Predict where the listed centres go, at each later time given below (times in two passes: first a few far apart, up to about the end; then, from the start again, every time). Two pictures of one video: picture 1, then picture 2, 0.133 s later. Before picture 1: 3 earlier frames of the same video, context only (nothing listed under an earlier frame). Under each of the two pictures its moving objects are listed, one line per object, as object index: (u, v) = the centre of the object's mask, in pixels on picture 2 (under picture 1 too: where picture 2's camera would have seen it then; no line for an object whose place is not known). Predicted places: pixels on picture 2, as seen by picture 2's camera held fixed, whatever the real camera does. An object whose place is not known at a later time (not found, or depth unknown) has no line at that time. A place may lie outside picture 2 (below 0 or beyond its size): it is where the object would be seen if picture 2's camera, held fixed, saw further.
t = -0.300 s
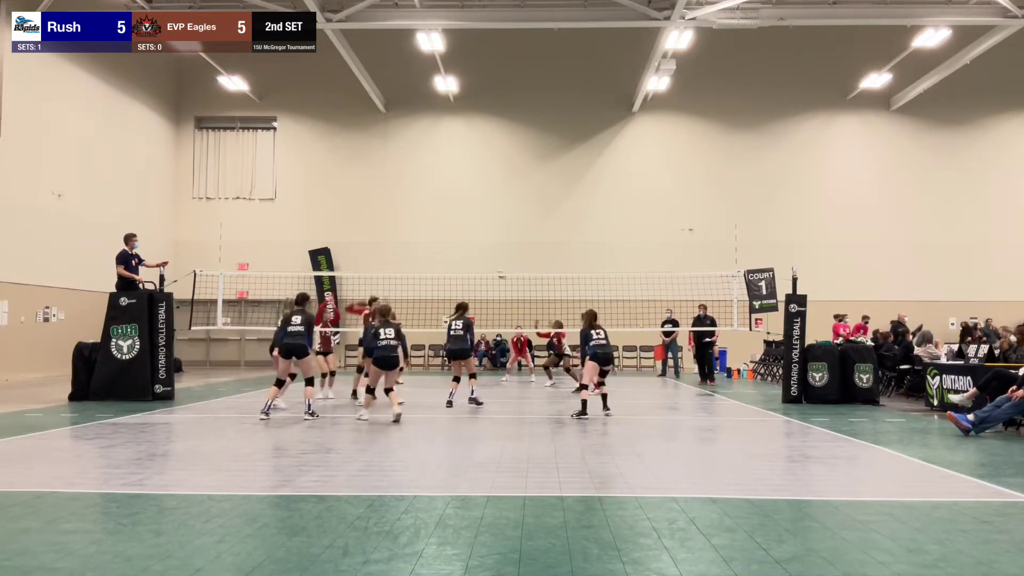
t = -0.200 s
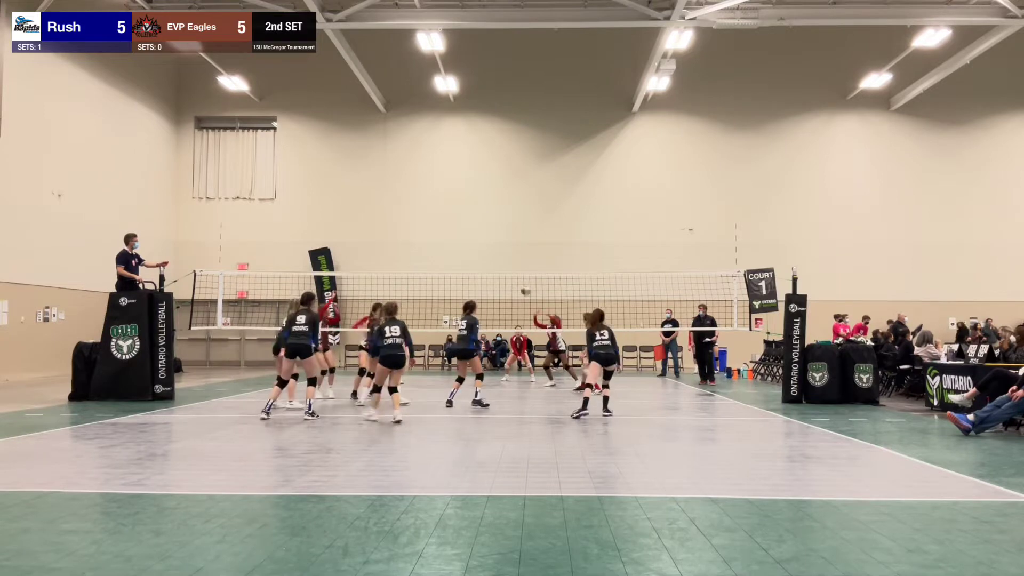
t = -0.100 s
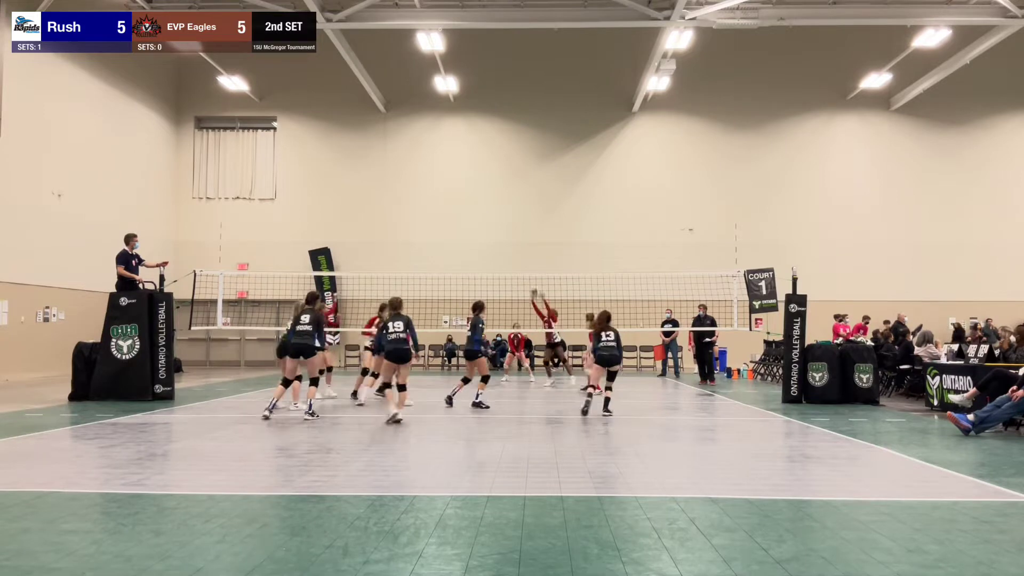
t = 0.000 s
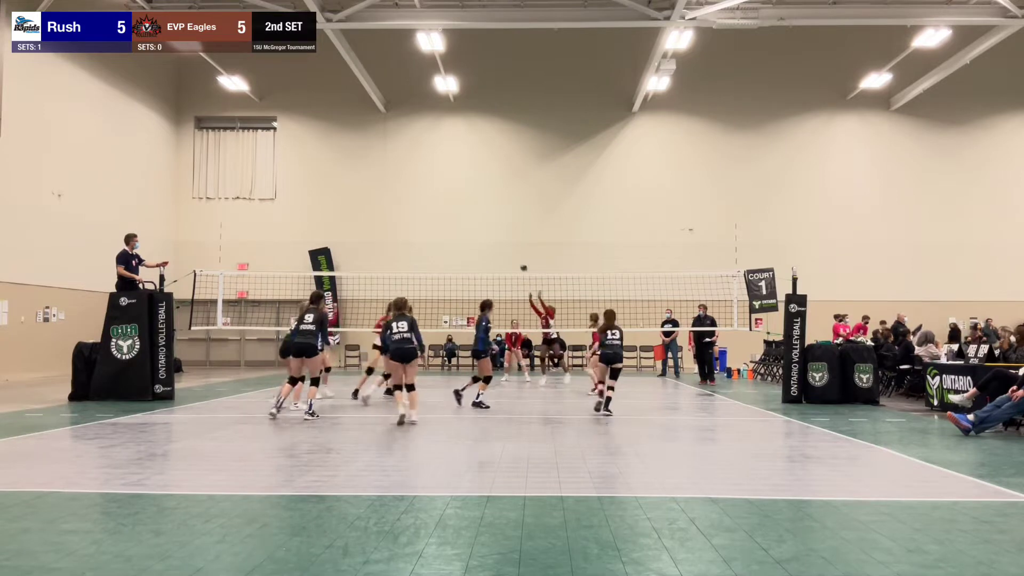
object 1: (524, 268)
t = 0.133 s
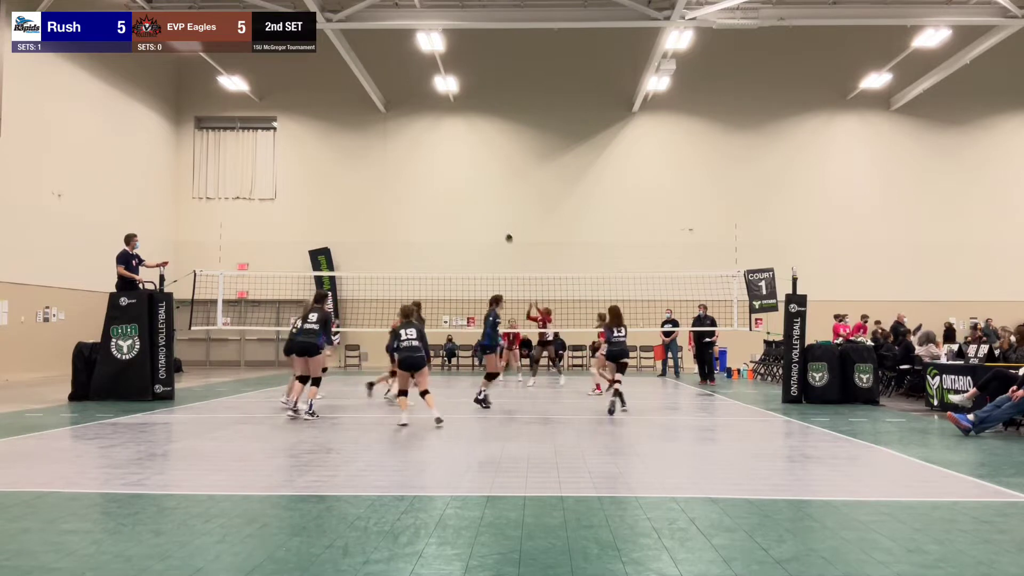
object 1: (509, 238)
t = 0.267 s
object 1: (495, 217)
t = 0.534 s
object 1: (465, 201)
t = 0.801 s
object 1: (435, 219)
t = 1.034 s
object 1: (410, 264)
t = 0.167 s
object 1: (505, 232)
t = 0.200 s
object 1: (502, 227)
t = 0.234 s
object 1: (499, 223)
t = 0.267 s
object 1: (495, 217)
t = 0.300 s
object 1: (491, 213)
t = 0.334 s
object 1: (487, 210)
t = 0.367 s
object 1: (484, 208)
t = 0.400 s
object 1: (480, 206)
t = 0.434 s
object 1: (477, 204)
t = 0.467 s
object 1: (473, 203)
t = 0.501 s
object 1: (469, 201)
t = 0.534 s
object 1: (465, 201)
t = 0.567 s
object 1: (462, 201)
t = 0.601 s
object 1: (458, 202)
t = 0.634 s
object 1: (454, 204)
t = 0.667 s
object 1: (451, 206)
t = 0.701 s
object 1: (447, 208)
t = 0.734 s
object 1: (443, 211)
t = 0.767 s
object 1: (439, 215)
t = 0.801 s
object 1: (435, 219)
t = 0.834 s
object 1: (432, 224)
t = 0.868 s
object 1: (428, 230)
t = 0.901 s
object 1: (425, 234)
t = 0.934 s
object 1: (421, 241)
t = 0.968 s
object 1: (417, 248)
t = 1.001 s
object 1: (413, 255)
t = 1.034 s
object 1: (410, 264)
